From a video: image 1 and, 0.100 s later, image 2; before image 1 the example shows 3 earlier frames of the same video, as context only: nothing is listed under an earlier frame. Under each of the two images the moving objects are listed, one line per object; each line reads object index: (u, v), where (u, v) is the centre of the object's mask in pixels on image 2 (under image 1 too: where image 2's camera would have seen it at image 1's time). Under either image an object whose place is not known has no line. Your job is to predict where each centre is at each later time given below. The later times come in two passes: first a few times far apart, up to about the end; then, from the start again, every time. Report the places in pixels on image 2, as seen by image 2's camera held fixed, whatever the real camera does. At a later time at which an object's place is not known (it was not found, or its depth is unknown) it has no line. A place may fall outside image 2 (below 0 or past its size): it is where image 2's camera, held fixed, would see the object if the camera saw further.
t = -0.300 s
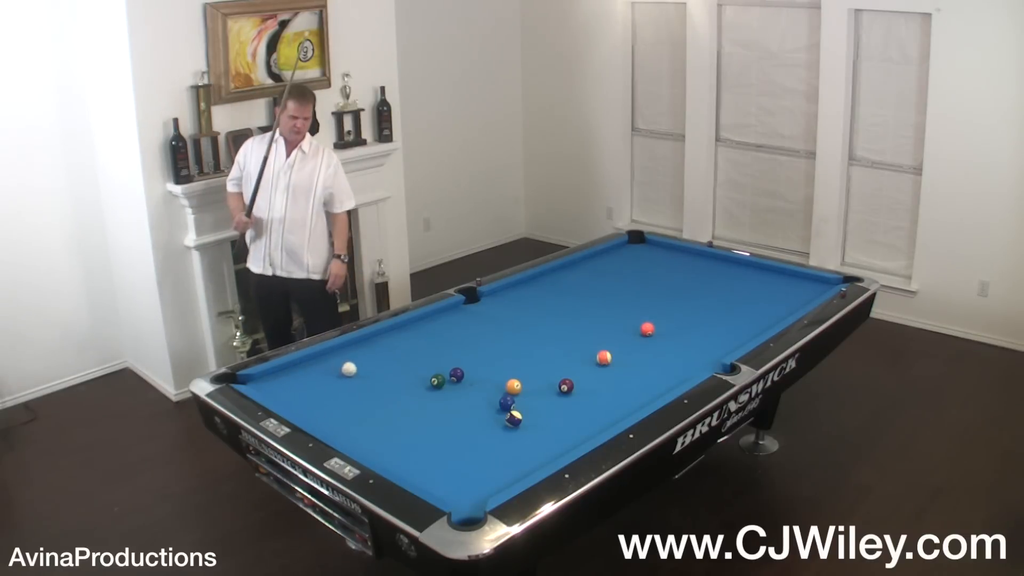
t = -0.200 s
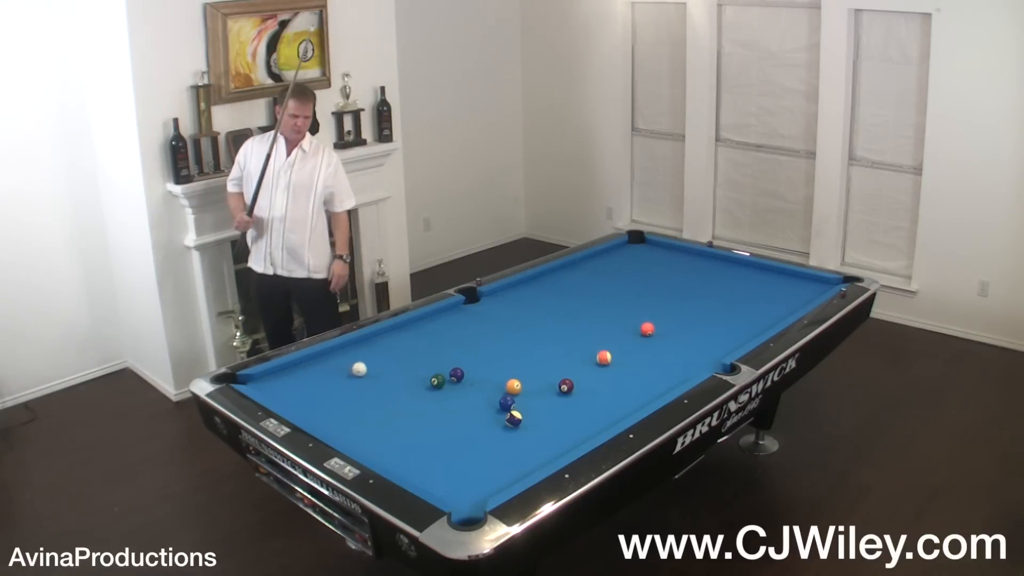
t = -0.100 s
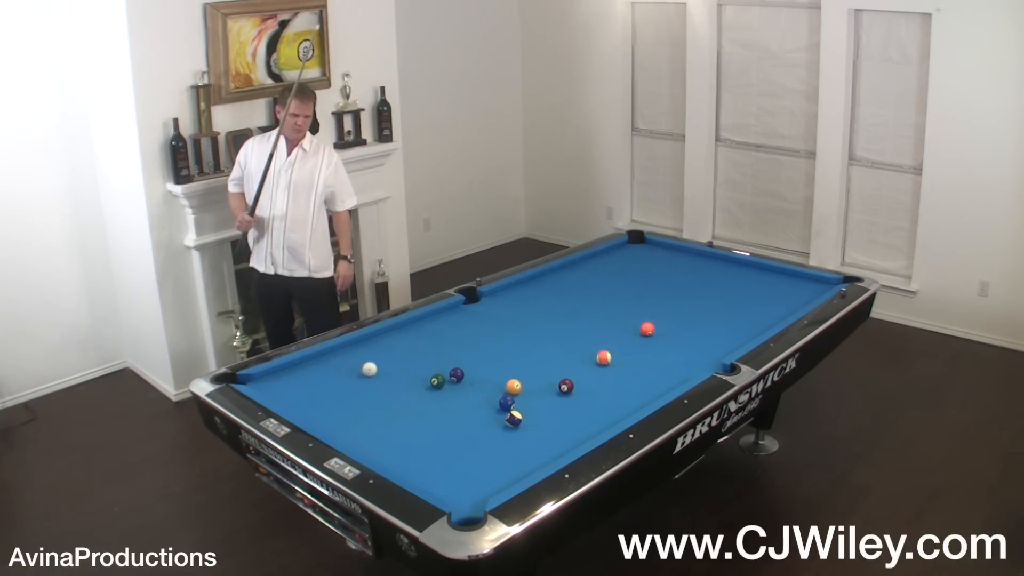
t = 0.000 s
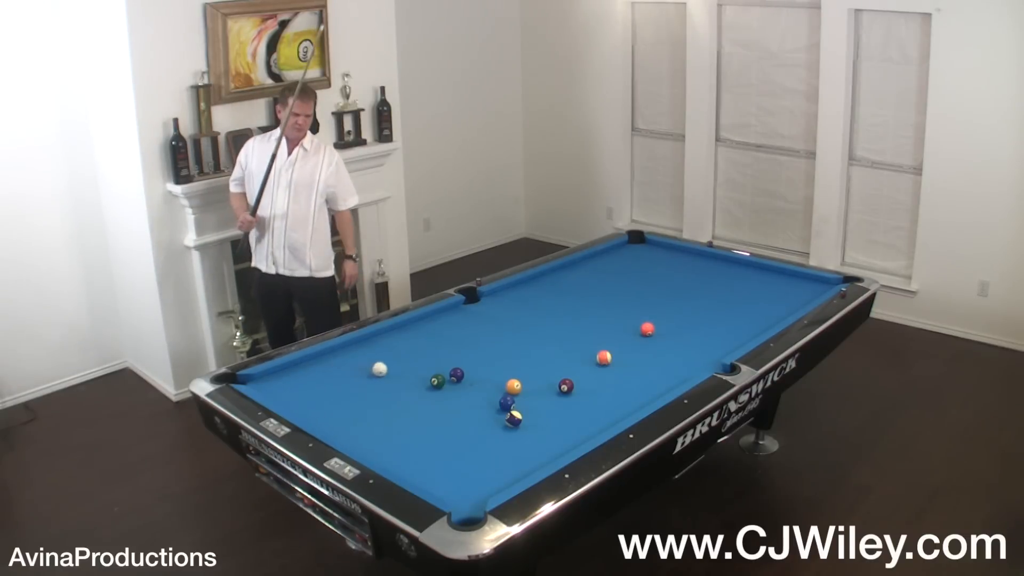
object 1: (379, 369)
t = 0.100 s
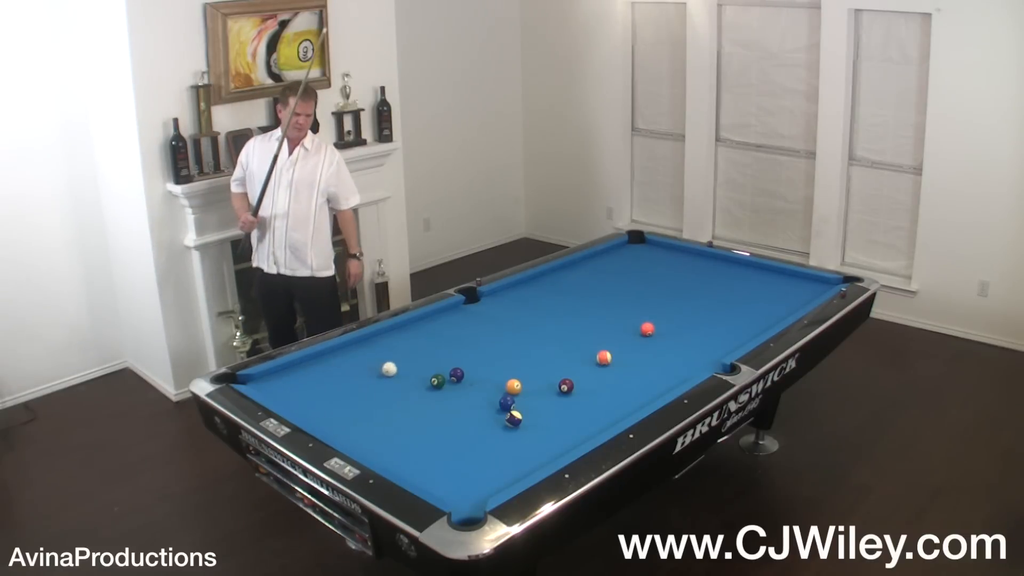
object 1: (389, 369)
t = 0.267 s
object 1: (405, 369)
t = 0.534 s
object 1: (430, 369)
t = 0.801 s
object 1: (451, 367)
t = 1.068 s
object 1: (470, 366)
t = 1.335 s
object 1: (485, 364)
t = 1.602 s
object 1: (500, 362)
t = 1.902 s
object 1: (514, 360)
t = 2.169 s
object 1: (525, 358)
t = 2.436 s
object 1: (534, 357)
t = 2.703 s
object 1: (543, 356)
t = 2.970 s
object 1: (550, 355)
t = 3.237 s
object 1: (556, 354)
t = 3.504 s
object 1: (561, 354)
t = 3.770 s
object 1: (565, 353)
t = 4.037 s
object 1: (567, 353)
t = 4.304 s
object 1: (568, 352)
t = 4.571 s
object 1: (569, 352)
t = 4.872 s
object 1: (568, 352)
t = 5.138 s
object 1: (568, 352)
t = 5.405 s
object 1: (568, 352)
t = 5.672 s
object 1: (568, 352)
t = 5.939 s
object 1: (568, 352)
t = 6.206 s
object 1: (568, 352)
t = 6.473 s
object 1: (568, 352)
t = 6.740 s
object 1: (568, 352)
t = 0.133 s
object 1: (392, 369)
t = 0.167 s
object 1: (396, 369)
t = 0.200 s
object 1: (399, 369)
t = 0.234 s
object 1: (402, 369)
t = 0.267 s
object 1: (405, 369)
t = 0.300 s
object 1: (408, 369)
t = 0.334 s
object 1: (411, 369)
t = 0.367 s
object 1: (415, 369)
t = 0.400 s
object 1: (418, 369)
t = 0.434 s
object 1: (421, 369)
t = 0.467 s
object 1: (424, 369)
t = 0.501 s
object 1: (427, 369)
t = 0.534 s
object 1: (430, 369)
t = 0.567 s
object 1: (433, 369)
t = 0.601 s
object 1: (436, 369)
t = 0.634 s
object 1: (439, 368)
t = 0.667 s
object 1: (442, 368)
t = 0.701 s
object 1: (444, 369)
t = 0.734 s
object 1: (446, 368)
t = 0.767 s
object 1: (449, 367)
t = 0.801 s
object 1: (451, 367)
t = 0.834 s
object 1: (454, 366)
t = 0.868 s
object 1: (457, 366)
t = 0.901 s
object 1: (460, 366)
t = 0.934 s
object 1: (462, 365)
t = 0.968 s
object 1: (464, 365)
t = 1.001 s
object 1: (466, 366)
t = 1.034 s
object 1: (468, 366)
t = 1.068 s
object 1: (470, 366)
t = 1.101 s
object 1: (472, 366)
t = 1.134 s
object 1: (474, 366)
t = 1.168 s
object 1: (476, 365)
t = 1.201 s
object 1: (478, 365)
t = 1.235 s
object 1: (480, 365)
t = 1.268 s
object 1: (482, 364)
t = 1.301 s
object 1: (484, 364)
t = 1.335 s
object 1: (485, 364)
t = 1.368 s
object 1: (487, 364)
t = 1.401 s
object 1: (489, 363)
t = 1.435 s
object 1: (491, 363)
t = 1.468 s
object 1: (493, 363)
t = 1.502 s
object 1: (494, 363)
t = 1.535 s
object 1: (496, 362)
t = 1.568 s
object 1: (498, 362)
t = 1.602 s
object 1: (500, 362)
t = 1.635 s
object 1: (501, 361)
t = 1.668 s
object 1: (503, 361)
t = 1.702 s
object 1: (504, 361)
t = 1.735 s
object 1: (506, 361)
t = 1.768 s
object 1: (507, 361)
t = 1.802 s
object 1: (509, 360)
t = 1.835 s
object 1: (511, 360)
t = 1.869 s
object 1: (512, 360)
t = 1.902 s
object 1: (514, 360)
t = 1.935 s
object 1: (515, 360)
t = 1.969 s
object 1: (517, 359)
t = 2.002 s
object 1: (518, 359)
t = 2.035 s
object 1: (519, 359)
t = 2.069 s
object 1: (521, 359)
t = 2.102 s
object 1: (522, 359)
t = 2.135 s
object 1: (523, 358)
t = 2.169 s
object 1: (525, 358)
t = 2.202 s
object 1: (526, 358)
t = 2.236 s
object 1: (527, 358)
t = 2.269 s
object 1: (528, 358)
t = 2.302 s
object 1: (530, 358)
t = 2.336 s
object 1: (531, 358)
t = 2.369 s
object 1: (532, 357)
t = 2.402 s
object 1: (533, 357)
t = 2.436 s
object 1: (534, 357)
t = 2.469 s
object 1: (536, 357)
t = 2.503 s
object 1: (537, 357)
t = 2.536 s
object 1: (538, 357)
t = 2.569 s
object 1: (539, 357)
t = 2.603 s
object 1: (540, 356)
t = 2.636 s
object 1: (541, 356)
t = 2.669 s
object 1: (542, 356)
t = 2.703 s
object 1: (543, 356)
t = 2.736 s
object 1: (544, 356)
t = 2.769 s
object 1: (545, 356)
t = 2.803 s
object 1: (546, 356)
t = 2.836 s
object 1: (547, 356)
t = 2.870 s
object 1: (548, 356)
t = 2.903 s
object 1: (549, 355)
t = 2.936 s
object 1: (549, 355)
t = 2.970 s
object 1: (550, 355)
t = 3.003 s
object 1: (551, 355)
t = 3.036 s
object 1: (552, 355)
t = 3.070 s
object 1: (553, 355)
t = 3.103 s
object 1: (553, 355)
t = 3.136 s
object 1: (554, 355)
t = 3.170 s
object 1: (555, 355)
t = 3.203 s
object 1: (556, 355)
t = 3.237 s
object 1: (556, 354)
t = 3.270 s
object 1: (557, 354)
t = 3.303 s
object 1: (558, 354)
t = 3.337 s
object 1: (558, 354)
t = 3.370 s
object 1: (559, 354)
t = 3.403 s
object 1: (560, 354)
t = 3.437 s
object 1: (560, 354)
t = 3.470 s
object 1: (561, 354)
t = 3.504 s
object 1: (561, 354)
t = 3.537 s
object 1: (562, 354)
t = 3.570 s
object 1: (562, 354)
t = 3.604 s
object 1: (563, 354)
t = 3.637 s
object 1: (563, 354)
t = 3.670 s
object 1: (564, 353)
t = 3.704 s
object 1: (564, 353)
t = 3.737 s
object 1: (565, 353)
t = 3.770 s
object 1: (565, 353)
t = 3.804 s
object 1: (565, 353)
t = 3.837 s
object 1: (566, 353)
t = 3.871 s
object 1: (566, 353)
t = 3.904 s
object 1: (566, 353)
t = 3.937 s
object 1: (567, 353)
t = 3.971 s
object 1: (567, 353)
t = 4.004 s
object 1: (567, 353)
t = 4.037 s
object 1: (567, 353)
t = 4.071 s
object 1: (567, 353)
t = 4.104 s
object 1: (568, 353)
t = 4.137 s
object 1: (568, 353)
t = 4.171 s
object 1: (568, 352)
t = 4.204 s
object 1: (568, 352)
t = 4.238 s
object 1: (568, 352)
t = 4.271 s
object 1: (568, 352)
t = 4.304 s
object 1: (568, 352)
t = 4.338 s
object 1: (568, 352)
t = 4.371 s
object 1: (569, 352)
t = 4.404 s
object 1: (569, 352)
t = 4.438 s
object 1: (569, 352)
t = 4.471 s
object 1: (569, 352)
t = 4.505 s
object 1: (569, 352)
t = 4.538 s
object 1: (569, 352)
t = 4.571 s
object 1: (569, 352)
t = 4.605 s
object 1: (569, 352)
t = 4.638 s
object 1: (569, 352)
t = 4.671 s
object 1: (569, 352)
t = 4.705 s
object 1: (569, 352)
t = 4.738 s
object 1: (569, 352)
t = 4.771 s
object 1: (568, 352)
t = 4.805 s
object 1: (568, 352)
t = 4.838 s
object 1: (568, 352)
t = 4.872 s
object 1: (568, 352)
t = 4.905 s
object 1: (568, 352)
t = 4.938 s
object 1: (568, 352)
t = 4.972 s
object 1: (568, 352)
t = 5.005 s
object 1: (568, 352)
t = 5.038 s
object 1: (568, 352)
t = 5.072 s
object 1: (568, 352)
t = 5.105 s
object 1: (568, 352)
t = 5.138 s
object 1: (568, 352)
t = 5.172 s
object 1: (568, 352)
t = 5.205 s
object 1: (568, 352)
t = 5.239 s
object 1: (568, 352)
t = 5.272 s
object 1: (568, 352)
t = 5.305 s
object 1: (568, 352)
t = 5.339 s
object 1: (568, 352)
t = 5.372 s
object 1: (568, 352)
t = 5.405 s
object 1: (568, 352)
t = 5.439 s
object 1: (568, 352)
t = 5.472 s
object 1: (568, 352)
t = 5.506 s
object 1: (568, 352)
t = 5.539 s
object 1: (568, 352)
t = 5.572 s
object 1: (568, 352)
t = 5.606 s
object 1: (568, 352)
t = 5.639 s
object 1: (568, 352)
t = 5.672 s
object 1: (568, 352)
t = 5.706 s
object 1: (568, 352)
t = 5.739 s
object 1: (568, 352)
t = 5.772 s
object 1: (568, 352)
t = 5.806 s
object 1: (568, 352)
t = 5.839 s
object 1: (568, 352)
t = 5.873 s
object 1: (568, 352)
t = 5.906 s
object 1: (568, 352)
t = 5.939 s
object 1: (568, 352)
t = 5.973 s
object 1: (568, 352)
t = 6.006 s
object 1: (568, 352)
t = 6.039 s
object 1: (568, 352)
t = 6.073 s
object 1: (568, 352)
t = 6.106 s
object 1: (568, 352)
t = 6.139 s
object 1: (568, 352)
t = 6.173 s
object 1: (568, 352)
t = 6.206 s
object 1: (568, 352)
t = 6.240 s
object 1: (568, 352)
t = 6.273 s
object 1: (568, 352)
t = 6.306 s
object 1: (568, 352)
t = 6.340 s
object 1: (568, 352)
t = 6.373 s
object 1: (568, 352)
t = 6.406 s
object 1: (568, 352)
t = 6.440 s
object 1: (568, 352)
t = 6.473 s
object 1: (568, 352)
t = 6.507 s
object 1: (568, 352)
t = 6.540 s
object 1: (568, 352)
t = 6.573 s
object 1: (568, 352)
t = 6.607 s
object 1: (568, 352)
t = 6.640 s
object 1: (568, 352)
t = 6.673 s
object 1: (568, 352)
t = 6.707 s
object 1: (568, 352)
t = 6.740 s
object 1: (568, 352)
